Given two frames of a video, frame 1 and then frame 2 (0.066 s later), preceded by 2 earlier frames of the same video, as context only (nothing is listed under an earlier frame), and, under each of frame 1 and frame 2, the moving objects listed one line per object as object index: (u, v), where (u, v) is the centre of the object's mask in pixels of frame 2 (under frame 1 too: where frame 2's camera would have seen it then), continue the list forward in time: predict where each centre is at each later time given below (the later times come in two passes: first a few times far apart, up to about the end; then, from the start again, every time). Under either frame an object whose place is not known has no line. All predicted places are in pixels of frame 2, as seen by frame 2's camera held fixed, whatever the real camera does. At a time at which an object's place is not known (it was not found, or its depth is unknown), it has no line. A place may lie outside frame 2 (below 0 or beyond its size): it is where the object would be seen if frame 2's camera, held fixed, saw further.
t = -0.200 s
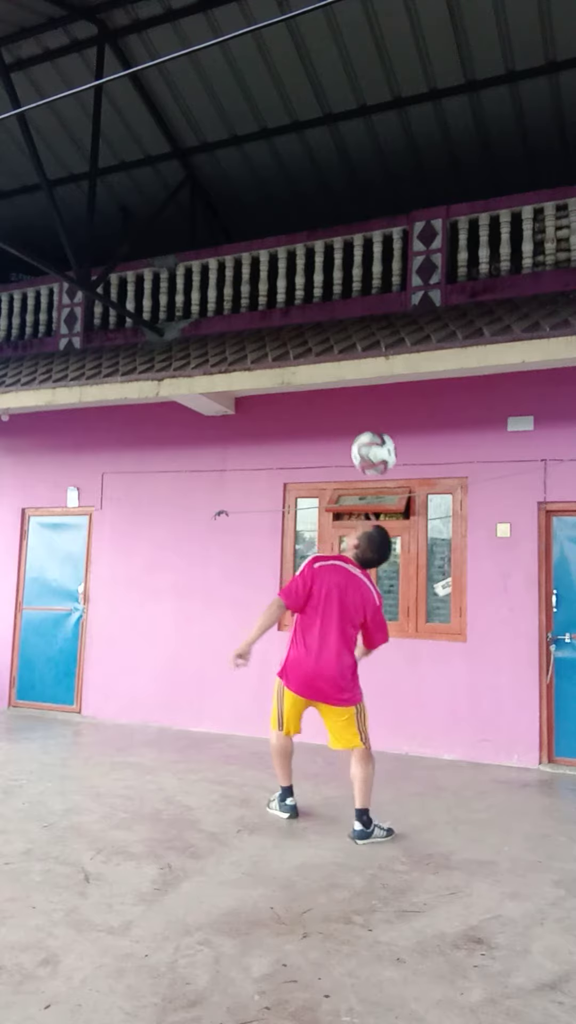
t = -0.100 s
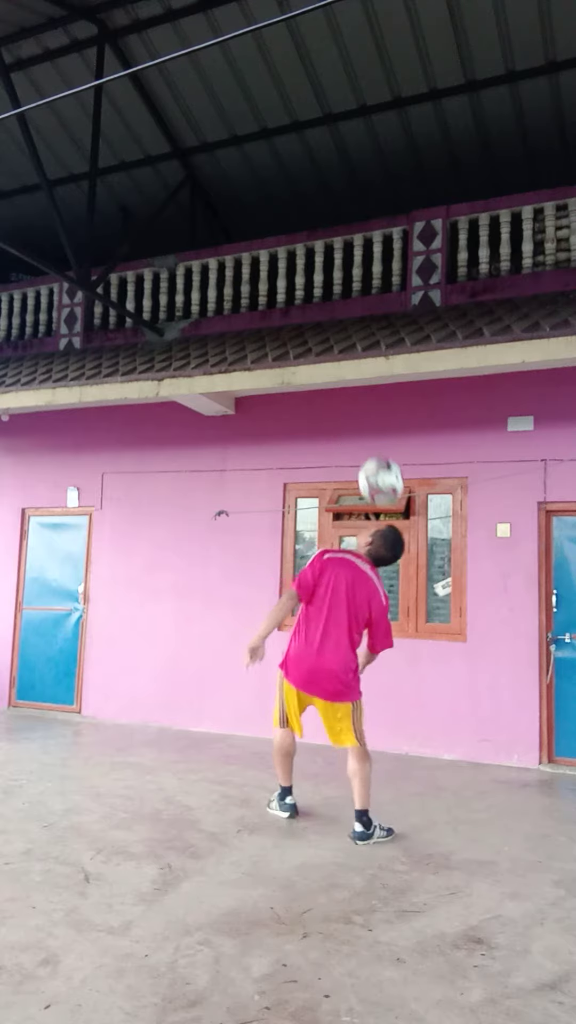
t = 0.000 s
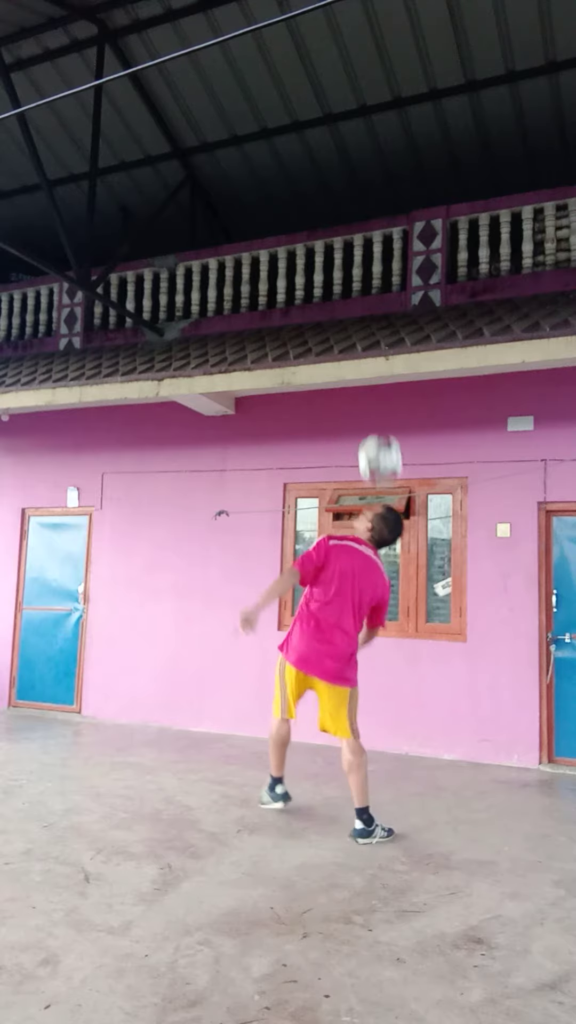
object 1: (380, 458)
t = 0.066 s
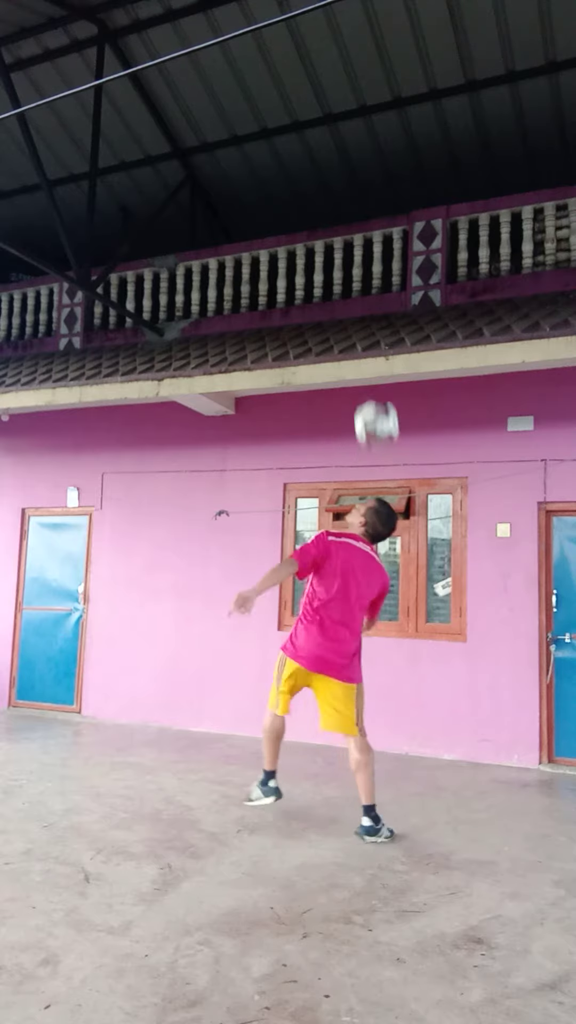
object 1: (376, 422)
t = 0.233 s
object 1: (366, 372)
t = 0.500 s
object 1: (346, 397)
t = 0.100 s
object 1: (374, 411)
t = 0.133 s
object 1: (372, 398)
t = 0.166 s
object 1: (370, 388)
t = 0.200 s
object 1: (368, 380)
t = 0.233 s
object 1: (366, 372)
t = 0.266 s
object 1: (363, 367)
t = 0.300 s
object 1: (361, 365)
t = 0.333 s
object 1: (359, 365)
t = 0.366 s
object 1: (356, 366)
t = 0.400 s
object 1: (354, 370)
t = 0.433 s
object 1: (351, 377)
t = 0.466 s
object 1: (349, 386)
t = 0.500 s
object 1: (346, 397)
